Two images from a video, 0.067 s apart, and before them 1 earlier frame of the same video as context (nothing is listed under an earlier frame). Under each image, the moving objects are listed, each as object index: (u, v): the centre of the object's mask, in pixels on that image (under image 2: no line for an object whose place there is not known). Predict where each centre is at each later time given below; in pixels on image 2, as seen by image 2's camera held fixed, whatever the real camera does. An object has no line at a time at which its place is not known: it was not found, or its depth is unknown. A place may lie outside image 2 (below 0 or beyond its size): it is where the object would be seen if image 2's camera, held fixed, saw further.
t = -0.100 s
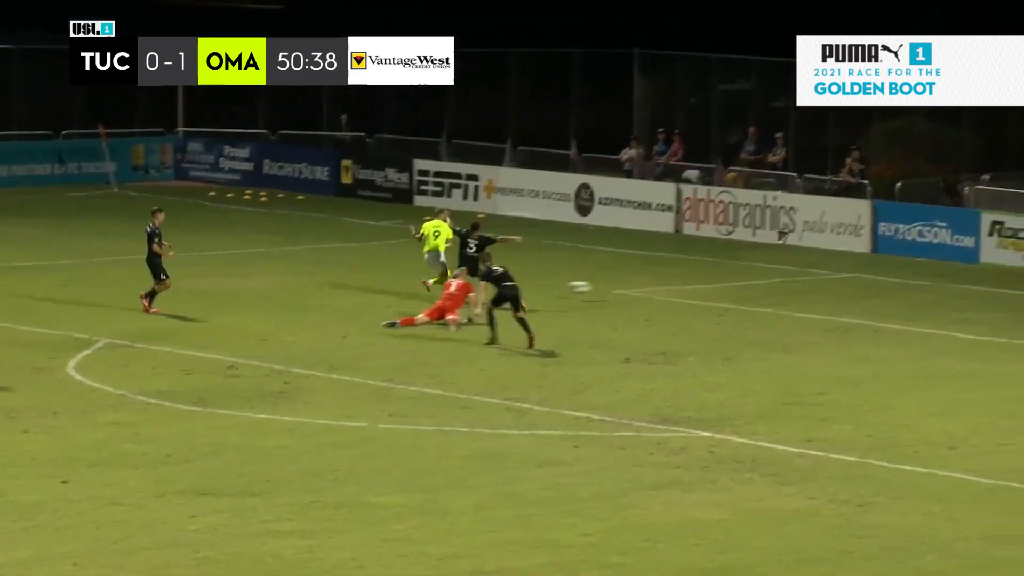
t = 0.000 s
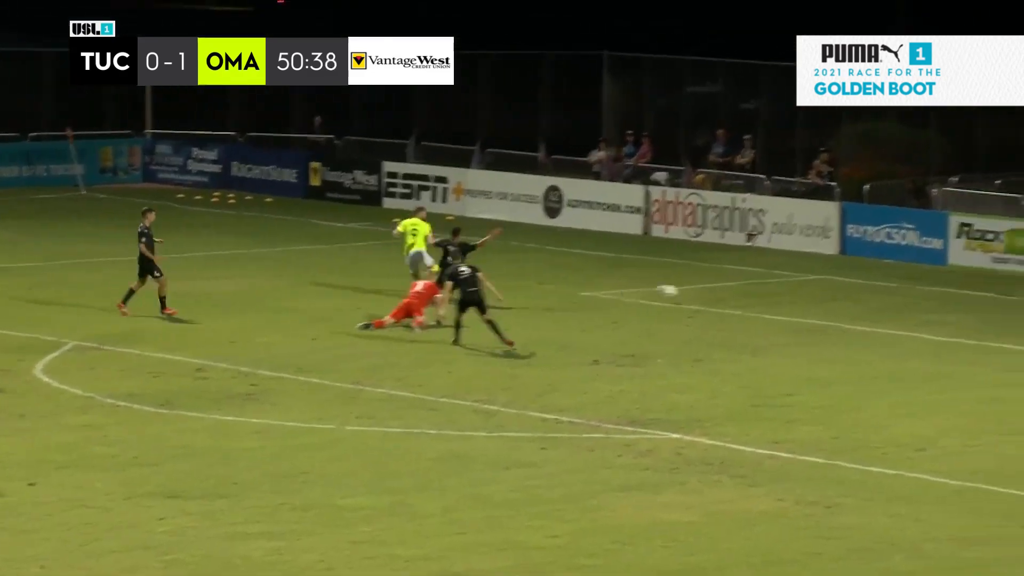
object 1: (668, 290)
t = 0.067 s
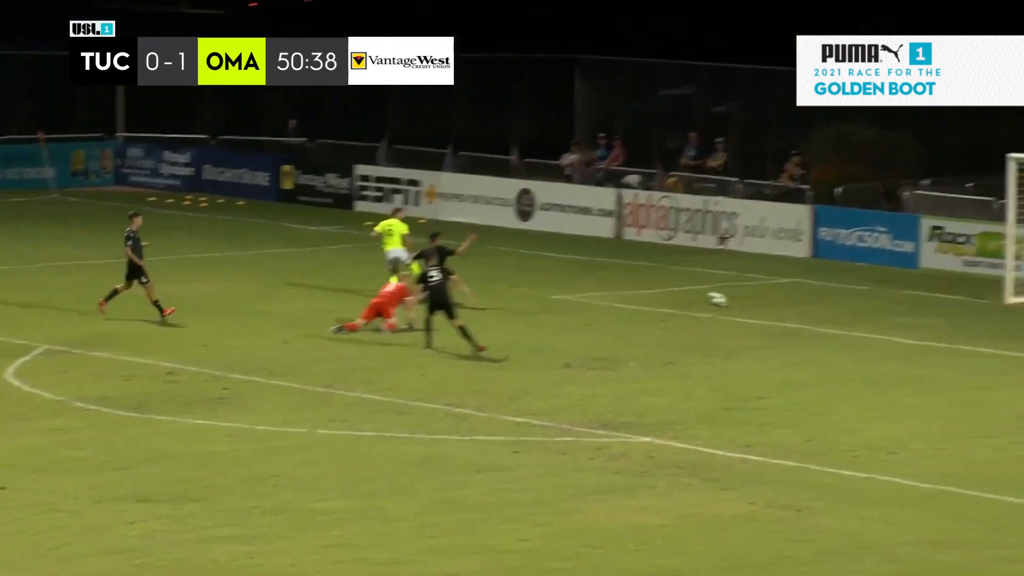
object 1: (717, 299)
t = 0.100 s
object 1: (753, 301)
